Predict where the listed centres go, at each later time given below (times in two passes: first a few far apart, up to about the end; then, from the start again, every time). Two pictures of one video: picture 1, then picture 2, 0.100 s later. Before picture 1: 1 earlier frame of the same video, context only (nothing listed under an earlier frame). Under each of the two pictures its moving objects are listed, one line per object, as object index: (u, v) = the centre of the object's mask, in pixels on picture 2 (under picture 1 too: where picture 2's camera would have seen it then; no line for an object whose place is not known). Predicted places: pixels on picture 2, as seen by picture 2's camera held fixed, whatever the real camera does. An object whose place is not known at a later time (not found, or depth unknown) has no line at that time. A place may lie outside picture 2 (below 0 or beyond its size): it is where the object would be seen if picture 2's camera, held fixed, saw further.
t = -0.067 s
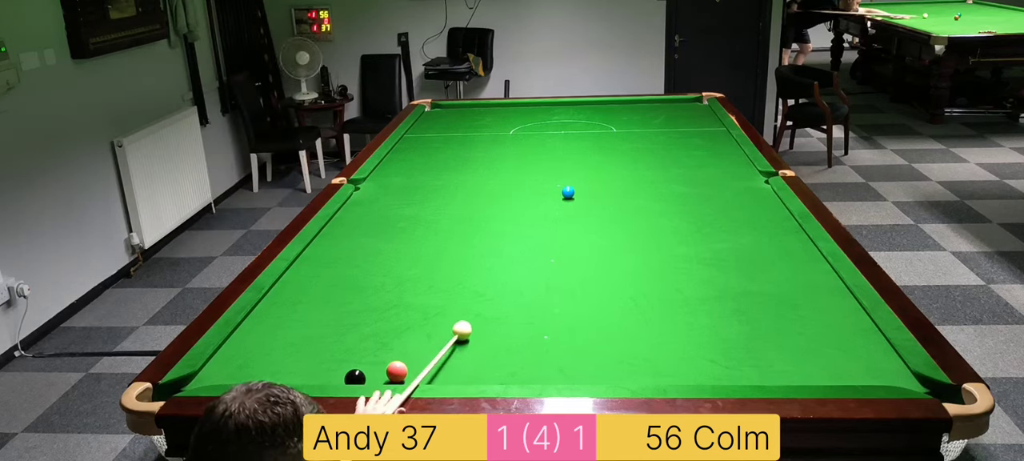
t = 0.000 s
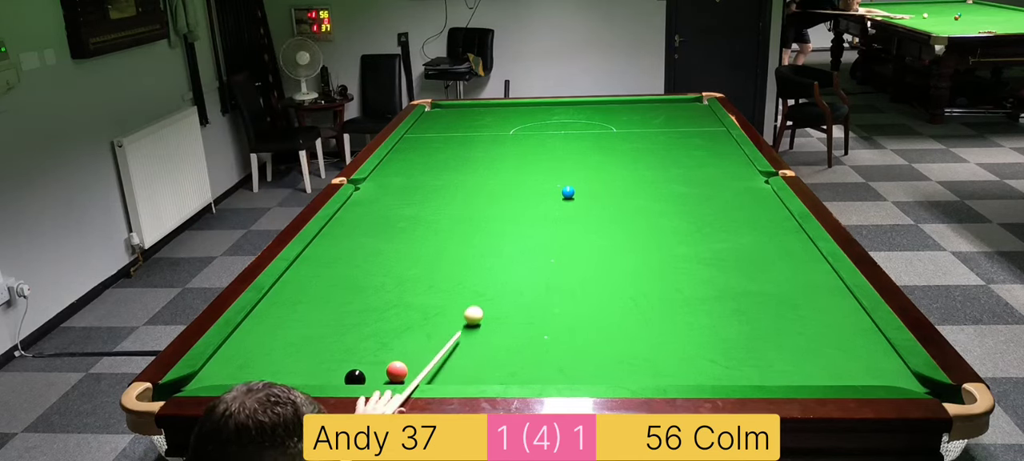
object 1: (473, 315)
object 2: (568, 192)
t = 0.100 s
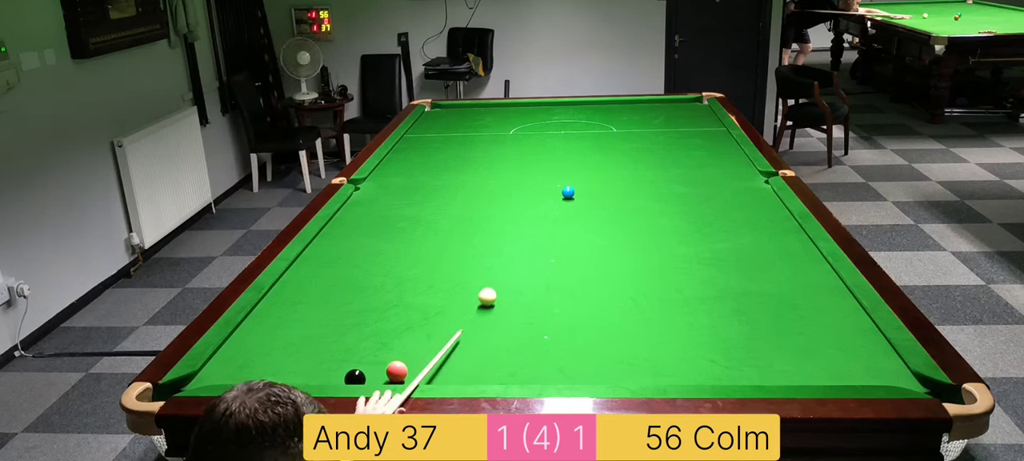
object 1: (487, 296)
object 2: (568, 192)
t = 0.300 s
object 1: (508, 268)
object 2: (568, 192)
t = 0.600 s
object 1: (534, 234)
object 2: (568, 192)
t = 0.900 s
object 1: (554, 207)
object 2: (568, 192)
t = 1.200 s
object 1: (559, 193)
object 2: (579, 184)
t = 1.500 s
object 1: (555, 188)
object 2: (594, 173)
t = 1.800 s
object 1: (551, 183)
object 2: (607, 163)
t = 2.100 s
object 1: (548, 179)
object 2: (619, 155)
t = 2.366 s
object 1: (545, 176)
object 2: (628, 148)
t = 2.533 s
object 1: (543, 174)
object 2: (634, 144)
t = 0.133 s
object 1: (491, 291)
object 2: (568, 192)
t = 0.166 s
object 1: (495, 286)
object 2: (568, 192)
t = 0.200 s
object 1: (498, 281)
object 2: (568, 192)
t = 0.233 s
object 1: (502, 276)
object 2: (568, 192)
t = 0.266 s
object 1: (505, 272)
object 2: (568, 192)
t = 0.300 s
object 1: (508, 268)
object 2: (568, 192)
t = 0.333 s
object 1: (511, 264)
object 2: (568, 192)
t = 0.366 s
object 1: (514, 260)
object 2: (568, 192)
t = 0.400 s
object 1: (517, 256)
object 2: (568, 192)
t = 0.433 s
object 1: (520, 252)
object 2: (568, 192)
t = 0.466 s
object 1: (523, 248)
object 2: (568, 192)
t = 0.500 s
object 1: (526, 244)
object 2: (568, 192)
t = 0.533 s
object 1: (529, 241)
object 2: (568, 192)
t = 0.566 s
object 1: (531, 238)
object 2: (568, 192)
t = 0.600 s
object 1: (534, 234)
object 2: (568, 192)
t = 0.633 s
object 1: (536, 231)
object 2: (568, 192)
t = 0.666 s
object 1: (539, 228)
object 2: (568, 192)
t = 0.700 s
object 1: (541, 224)
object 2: (568, 192)
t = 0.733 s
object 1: (543, 221)
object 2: (568, 192)
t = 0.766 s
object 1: (546, 218)
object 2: (568, 192)
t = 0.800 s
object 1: (548, 215)
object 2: (568, 192)
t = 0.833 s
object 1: (550, 212)
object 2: (568, 192)
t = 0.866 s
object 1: (552, 210)
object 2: (568, 192)
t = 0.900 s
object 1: (554, 207)
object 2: (568, 192)
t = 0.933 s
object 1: (556, 205)
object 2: (568, 192)
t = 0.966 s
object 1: (558, 202)
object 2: (568, 192)
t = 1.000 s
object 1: (560, 199)
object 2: (569, 191)
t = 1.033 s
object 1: (562, 197)
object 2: (569, 191)
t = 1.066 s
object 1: (562, 195)
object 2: (570, 190)
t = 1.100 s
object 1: (561, 195)
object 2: (572, 189)
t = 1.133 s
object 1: (561, 195)
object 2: (574, 187)
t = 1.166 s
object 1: (560, 194)
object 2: (577, 186)
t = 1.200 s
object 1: (559, 193)
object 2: (579, 184)
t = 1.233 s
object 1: (559, 193)
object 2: (581, 183)
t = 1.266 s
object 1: (558, 192)
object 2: (582, 181)
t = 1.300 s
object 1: (558, 191)
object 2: (584, 180)
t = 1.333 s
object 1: (557, 191)
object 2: (586, 179)
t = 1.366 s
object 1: (557, 190)
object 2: (587, 178)
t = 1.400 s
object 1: (556, 190)
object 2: (589, 177)
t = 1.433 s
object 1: (556, 189)
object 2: (591, 175)
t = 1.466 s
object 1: (555, 188)
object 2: (592, 174)
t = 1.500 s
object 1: (555, 188)
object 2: (594, 173)
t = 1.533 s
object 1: (554, 187)
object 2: (596, 172)
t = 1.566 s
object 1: (554, 187)
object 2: (597, 171)
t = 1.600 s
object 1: (554, 186)
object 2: (599, 170)
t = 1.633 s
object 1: (553, 186)
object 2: (600, 169)
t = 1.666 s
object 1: (553, 185)
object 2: (602, 168)
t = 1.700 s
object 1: (552, 185)
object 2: (603, 166)
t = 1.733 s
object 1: (552, 184)
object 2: (604, 165)
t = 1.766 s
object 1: (552, 184)
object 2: (606, 164)
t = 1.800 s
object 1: (551, 183)
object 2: (607, 163)
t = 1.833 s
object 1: (551, 183)
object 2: (608, 162)
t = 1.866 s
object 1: (550, 182)
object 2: (610, 161)
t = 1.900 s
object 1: (550, 182)
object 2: (611, 160)
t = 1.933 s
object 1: (549, 181)
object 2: (613, 159)
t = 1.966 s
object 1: (549, 181)
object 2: (614, 158)
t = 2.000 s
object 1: (549, 180)
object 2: (615, 157)
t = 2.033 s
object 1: (548, 180)
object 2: (617, 156)
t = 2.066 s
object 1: (548, 180)
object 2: (618, 156)
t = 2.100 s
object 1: (548, 179)
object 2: (619, 155)
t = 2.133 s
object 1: (547, 179)
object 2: (620, 154)
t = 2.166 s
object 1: (547, 178)
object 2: (621, 153)
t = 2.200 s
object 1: (547, 178)
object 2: (623, 152)
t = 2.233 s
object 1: (546, 177)
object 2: (624, 151)
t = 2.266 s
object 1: (546, 177)
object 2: (625, 150)
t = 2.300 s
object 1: (546, 177)
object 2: (626, 150)
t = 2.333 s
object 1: (545, 177)
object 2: (627, 149)
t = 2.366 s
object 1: (545, 176)
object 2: (628, 148)
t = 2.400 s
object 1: (544, 176)
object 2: (629, 147)
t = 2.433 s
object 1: (544, 176)
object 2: (630, 146)
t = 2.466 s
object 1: (544, 175)
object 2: (632, 146)
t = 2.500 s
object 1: (543, 175)
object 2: (633, 145)
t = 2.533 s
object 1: (543, 174)
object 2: (634, 144)
